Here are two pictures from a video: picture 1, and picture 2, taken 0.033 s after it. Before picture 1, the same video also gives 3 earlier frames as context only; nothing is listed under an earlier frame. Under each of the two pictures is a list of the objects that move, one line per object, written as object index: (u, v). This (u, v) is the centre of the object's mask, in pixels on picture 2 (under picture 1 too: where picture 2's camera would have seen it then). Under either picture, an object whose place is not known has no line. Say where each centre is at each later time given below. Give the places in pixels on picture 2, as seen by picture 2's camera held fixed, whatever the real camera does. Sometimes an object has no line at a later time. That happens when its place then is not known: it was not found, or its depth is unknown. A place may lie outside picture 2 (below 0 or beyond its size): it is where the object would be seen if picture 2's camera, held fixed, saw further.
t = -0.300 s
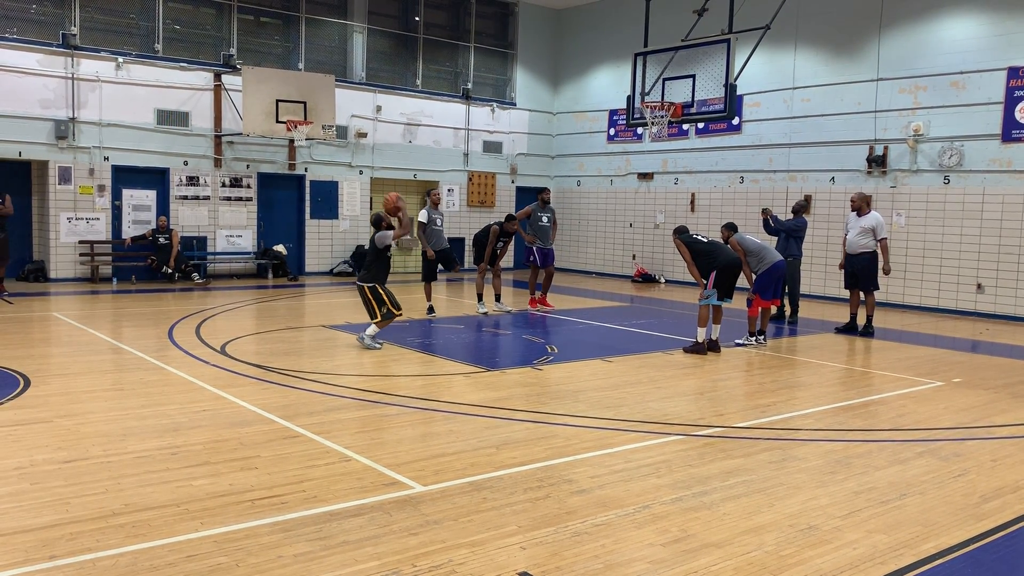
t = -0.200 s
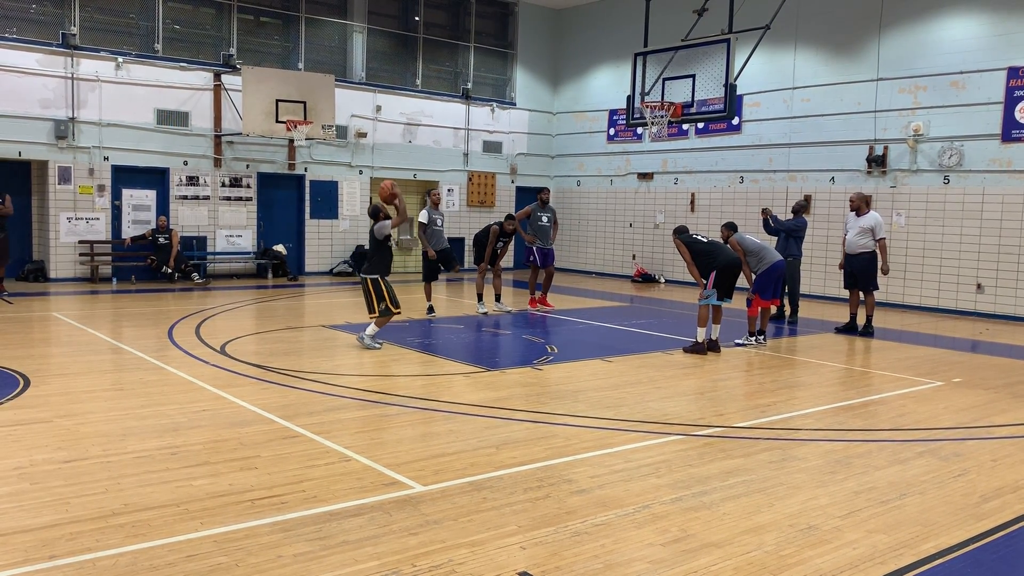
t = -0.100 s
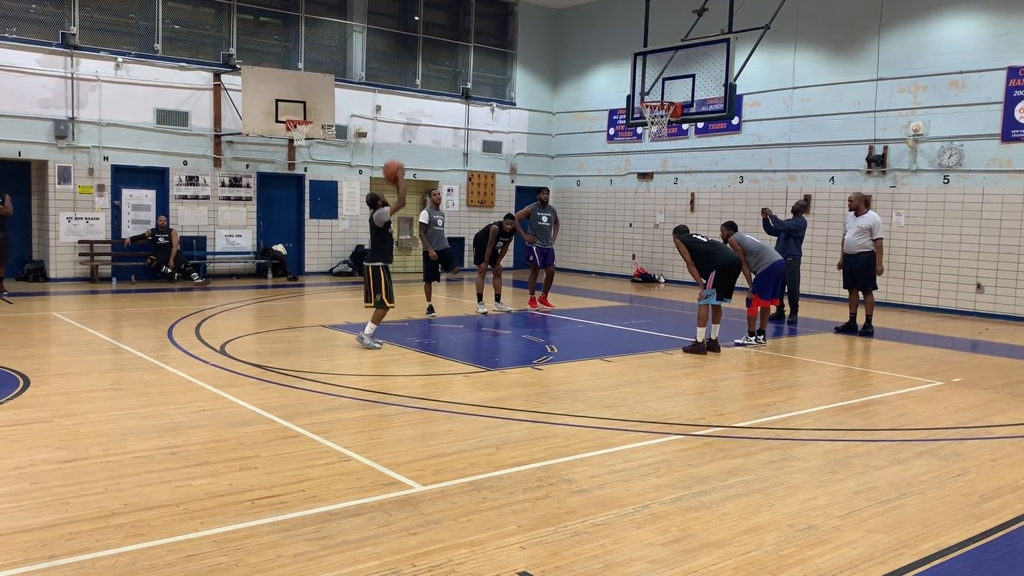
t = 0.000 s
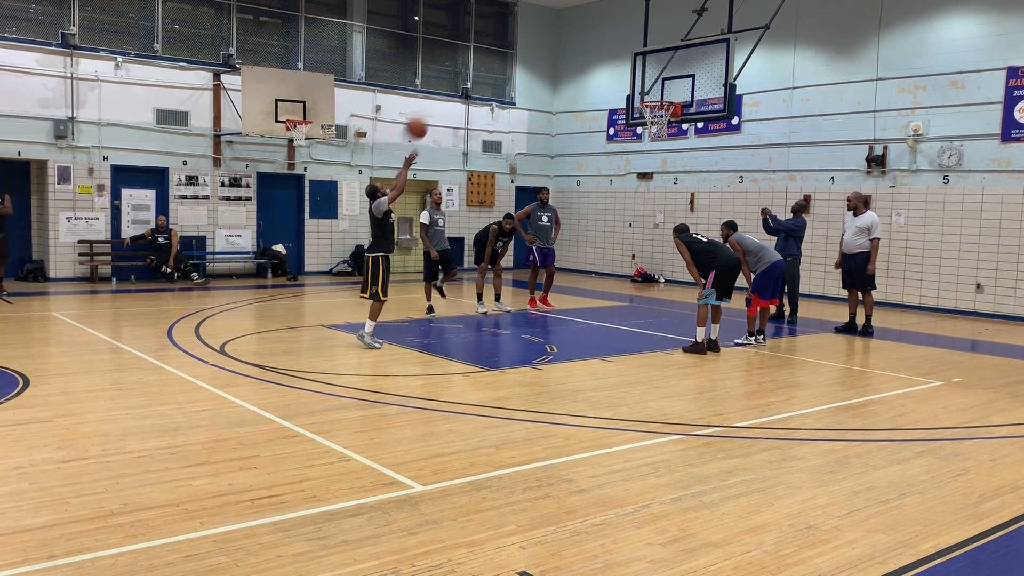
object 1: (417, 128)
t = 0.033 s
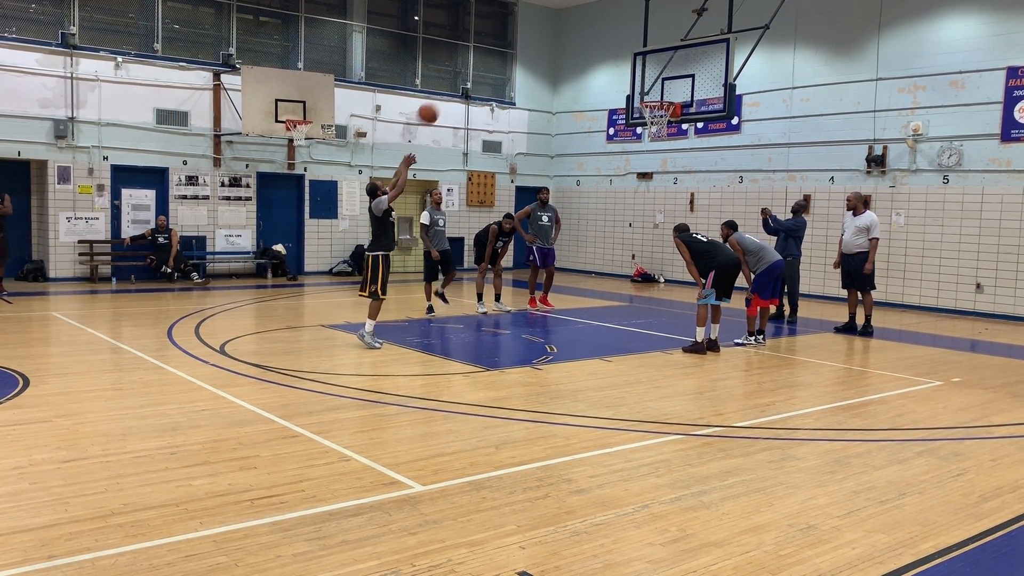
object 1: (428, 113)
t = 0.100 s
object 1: (450, 88)
